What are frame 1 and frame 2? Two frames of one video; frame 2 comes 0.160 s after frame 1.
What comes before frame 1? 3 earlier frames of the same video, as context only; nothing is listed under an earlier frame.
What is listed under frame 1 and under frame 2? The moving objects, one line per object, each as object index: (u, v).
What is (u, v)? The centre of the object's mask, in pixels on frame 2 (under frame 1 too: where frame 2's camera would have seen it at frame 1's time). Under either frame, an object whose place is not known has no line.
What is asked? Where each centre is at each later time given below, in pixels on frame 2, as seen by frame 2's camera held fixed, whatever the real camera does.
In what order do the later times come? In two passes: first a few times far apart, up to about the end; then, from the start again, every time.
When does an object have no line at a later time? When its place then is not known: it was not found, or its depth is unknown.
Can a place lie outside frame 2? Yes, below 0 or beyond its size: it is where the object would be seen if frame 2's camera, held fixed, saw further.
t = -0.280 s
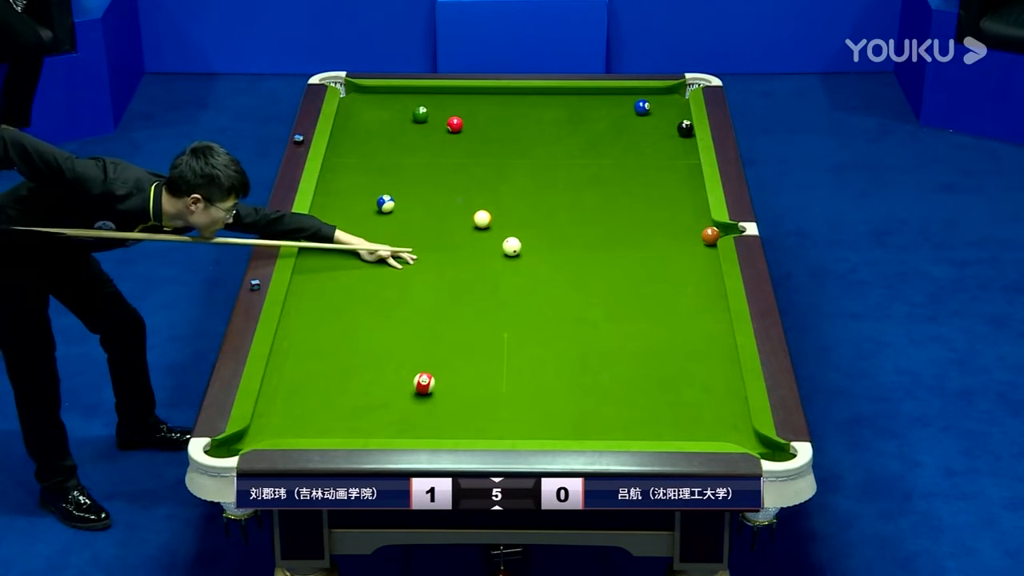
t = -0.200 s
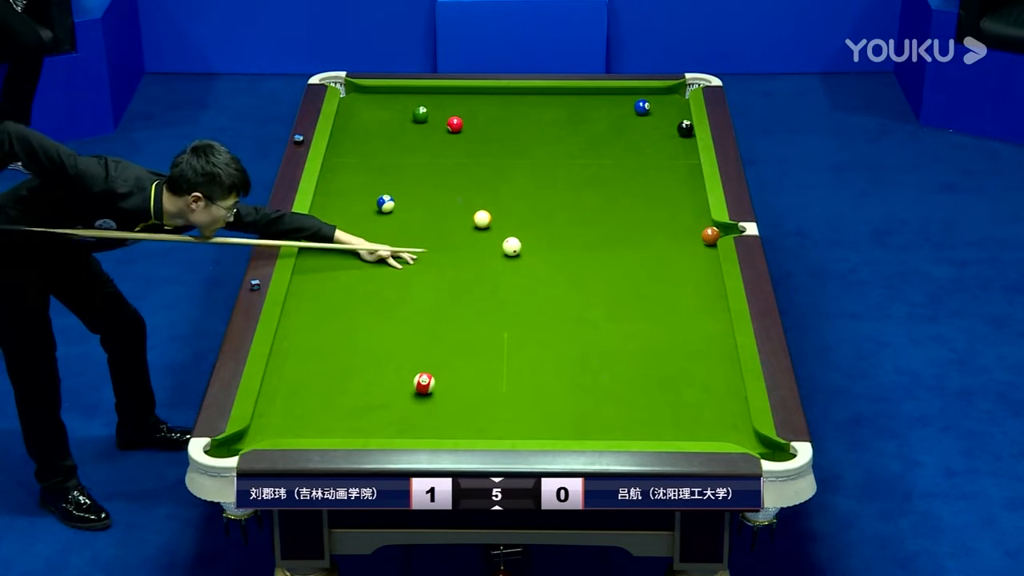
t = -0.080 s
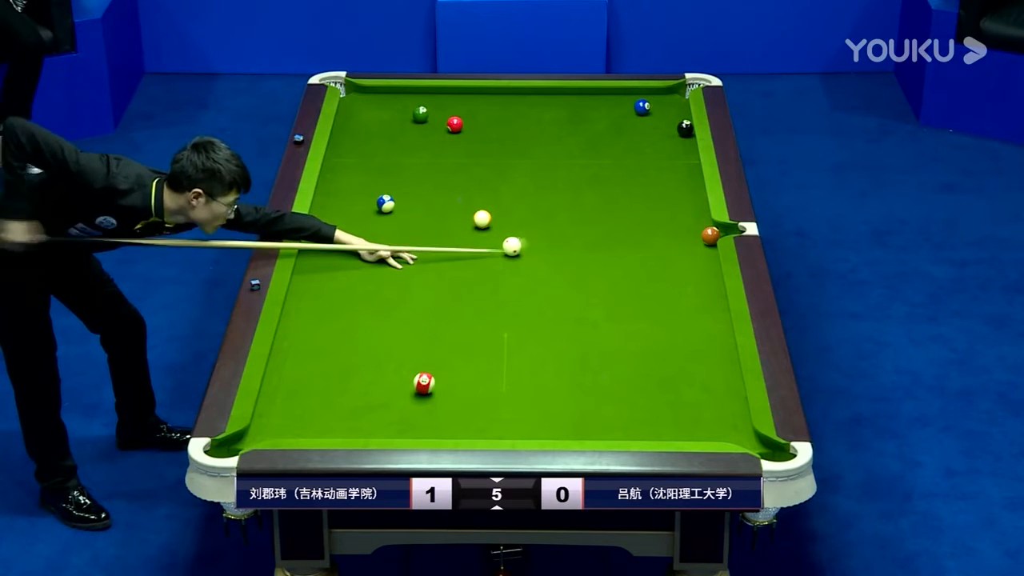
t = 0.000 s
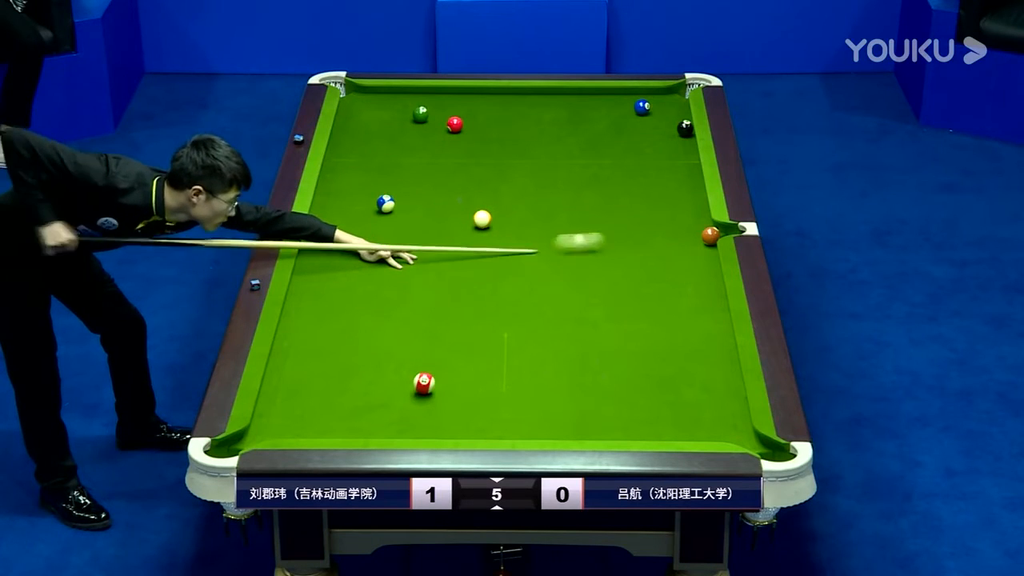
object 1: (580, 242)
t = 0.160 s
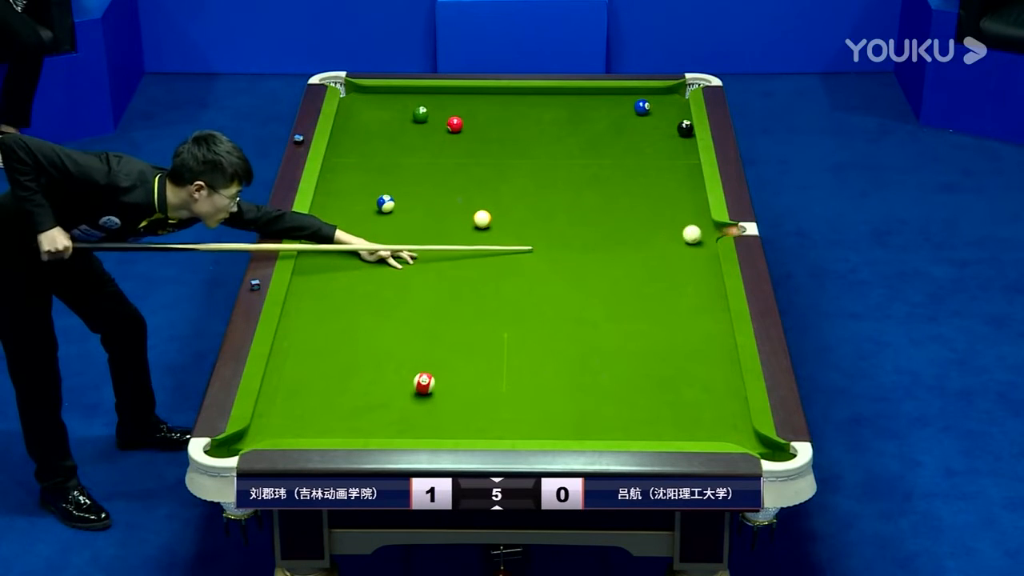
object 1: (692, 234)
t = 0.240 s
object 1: (689, 231)
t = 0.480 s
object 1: (663, 226)
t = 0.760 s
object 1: (628, 221)
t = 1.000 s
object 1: (600, 217)
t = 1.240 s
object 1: (574, 213)
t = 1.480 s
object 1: (549, 209)
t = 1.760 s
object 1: (523, 206)
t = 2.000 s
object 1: (502, 203)
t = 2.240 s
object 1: (483, 200)
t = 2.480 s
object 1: (464, 198)
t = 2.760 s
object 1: (445, 195)
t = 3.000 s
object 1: (430, 193)
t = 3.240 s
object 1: (416, 192)
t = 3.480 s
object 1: (404, 190)
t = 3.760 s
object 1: (391, 188)
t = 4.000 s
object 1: (380, 187)
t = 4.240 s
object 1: (372, 187)
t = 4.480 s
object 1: (365, 187)
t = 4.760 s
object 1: (358, 186)
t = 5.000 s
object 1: (355, 186)
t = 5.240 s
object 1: (352, 185)
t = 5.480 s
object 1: (351, 185)
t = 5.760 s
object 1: (352, 185)
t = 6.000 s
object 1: (352, 185)
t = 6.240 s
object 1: (352, 185)
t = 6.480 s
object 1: (352, 185)
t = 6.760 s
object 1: (352, 185)
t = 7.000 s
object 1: (352, 185)
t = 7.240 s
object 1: (352, 185)
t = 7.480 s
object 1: (352, 185)
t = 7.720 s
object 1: (352, 185)
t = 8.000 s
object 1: (352, 185)
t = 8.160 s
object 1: (352, 185)
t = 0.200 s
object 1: (691, 233)
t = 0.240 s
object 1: (689, 231)
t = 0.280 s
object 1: (686, 230)
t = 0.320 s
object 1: (682, 229)
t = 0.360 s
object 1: (678, 228)
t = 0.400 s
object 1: (673, 227)
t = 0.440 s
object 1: (668, 226)
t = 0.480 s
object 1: (663, 226)
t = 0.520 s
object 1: (657, 225)
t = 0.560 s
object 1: (652, 224)
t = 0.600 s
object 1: (647, 224)
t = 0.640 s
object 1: (642, 223)
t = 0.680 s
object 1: (637, 222)
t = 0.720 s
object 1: (633, 222)
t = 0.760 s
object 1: (628, 221)
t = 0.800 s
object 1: (623, 220)
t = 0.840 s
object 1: (618, 219)
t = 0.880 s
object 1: (614, 219)
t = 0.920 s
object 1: (609, 218)
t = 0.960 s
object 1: (605, 218)
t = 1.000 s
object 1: (600, 217)
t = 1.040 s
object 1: (596, 216)
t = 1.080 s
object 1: (591, 215)
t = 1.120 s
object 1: (587, 215)
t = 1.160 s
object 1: (582, 214)
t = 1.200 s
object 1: (578, 214)
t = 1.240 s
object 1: (574, 213)
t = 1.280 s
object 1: (570, 212)
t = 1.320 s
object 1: (566, 212)
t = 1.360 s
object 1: (562, 211)
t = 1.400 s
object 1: (558, 211)
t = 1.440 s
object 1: (554, 210)
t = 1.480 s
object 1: (549, 209)
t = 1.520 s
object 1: (546, 209)
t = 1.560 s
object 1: (542, 208)
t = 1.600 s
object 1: (538, 208)
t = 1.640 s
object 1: (534, 207)
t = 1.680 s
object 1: (530, 207)
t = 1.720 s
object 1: (527, 206)
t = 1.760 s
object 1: (523, 206)
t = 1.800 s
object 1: (520, 205)
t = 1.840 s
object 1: (516, 205)
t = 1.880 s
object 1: (512, 204)
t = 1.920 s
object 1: (509, 204)
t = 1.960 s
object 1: (505, 203)
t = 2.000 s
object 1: (502, 203)
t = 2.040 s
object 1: (499, 202)
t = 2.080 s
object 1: (496, 202)
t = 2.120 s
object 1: (492, 201)
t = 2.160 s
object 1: (489, 201)
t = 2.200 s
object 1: (486, 201)
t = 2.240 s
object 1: (483, 200)
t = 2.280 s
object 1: (480, 200)
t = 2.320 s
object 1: (476, 200)
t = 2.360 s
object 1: (473, 199)
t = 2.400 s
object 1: (470, 199)
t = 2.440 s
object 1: (467, 198)
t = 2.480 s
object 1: (464, 198)
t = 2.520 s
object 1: (462, 197)
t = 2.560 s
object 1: (459, 197)
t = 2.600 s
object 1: (456, 197)
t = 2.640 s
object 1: (453, 196)
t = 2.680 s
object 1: (450, 196)
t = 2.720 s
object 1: (448, 196)
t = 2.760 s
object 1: (445, 195)
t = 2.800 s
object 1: (442, 195)
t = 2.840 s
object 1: (440, 195)
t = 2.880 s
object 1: (437, 194)
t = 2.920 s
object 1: (435, 194)
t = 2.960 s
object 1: (432, 194)
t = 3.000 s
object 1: (430, 193)
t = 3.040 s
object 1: (428, 193)
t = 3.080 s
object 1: (425, 193)
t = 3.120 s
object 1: (423, 192)
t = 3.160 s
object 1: (421, 192)
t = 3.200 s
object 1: (418, 192)
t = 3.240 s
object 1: (416, 192)
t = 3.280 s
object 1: (414, 191)
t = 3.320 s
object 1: (412, 191)
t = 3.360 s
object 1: (410, 191)
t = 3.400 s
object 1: (408, 191)
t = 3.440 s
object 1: (406, 190)
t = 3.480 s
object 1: (404, 190)
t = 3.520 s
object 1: (402, 190)
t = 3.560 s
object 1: (400, 190)
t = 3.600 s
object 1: (398, 190)
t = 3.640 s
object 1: (396, 189)
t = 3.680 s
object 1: (394, 189)
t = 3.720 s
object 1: (393, 189)
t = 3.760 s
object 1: (391, 188)
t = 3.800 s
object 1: (389, 188)
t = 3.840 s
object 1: (387, 188)
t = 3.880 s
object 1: (385, 187)
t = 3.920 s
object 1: (384, 187)
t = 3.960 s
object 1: (382, 187)
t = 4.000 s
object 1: (380, 187)
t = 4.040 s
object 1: (379, 187)
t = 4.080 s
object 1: (378, 188)
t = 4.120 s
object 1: (376, 188)
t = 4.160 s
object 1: (375, 188)
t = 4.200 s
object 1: (373, 188)
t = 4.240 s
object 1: (372, 187)
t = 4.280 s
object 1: (371, 187)
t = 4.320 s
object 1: (370, 187)
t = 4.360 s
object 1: (368, 187)
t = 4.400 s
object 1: (367, 187)
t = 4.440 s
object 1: (366, 187)
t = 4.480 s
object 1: (365, 187)
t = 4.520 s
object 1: (364, 187)
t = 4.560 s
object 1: (363, 187)
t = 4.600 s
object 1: (362, 187)
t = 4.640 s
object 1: (361, 187)
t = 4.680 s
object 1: (360, 186)
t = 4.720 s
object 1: (359, 186)
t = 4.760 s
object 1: (358, 186)
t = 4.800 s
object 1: (358, 186)
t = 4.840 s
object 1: (357, 186)
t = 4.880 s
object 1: (356, 186)
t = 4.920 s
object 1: (356, 186)
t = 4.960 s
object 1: (355, 186)
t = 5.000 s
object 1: (355, 186)
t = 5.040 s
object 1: (354, 186)
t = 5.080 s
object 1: (354, 186)
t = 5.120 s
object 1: (353, 186)
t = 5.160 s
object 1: (353, 186)
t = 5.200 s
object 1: (352, 186)
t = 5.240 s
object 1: (352, 185)
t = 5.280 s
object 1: (352, 186)
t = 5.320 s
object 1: (352, 185)
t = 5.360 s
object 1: (352, 185)
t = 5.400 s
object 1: (351, 185)
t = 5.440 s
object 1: (351, 185)
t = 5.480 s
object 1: (351, 185)
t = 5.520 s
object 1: (351, 185)
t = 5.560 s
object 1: (351, 185)
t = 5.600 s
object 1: (351, 185)
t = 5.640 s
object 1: (351, 185)
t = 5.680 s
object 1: (351, 185)
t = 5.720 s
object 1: (351, 185)
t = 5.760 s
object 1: (352, 185)
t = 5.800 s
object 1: (352, 185)
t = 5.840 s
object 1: (352, 185)
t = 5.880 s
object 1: (352, 185)
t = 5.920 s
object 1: (352, 185)
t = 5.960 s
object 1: (352, 185)
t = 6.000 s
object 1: (352, 185)
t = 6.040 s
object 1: (352, 185)
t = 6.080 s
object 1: (352, 185)
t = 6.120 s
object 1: (352, 185)
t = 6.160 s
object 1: (352, 185)
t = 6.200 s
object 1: (352, 185)
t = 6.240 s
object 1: (352, 185)
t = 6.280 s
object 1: (352, 185)
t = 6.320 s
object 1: (352, 185)
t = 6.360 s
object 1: (352, 185)
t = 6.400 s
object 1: (352, 185)
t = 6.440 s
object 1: (352, 185)
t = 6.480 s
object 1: (352, 185)
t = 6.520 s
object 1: (352, 185)
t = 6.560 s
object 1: (352, 185)
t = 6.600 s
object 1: (352, 185)
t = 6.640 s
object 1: (352, 185)
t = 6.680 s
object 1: (352, 185)
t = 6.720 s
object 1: (352, 185)
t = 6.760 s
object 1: (352, 185)
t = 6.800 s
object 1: (352, 185)
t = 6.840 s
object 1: (351, 185)
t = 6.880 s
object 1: (352, 185)
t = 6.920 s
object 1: (352, 185)
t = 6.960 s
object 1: (352, 185)
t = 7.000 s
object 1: (352, 185)
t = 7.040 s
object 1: (352, 185)
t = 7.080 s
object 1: (352, 185)
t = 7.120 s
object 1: (352, 185)
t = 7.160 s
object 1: (352, 185)
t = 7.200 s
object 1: (352, 185)
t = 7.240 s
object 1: (352, 185)
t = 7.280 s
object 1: (352, 185)
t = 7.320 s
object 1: (352, 185)
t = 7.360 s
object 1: (352, 185)
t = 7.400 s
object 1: (352, 185)
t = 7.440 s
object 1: (352, 185)
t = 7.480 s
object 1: (352, 185)
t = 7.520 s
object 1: (352, 185)
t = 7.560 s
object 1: (352, 185)
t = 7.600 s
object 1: (352, 185)
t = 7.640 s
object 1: (352, 185)
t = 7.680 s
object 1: (352, 185)
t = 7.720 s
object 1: (352, 185)
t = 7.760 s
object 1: (352, 185)
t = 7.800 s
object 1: (352, 185)
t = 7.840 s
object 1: (352, 185)
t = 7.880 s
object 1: (352, 185)
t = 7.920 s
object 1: (352, 185)
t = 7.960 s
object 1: (352, 185)
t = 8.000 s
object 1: (352, 185)
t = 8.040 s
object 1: (352, 185)
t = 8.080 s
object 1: (352, 185)
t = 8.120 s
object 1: (352, 185)
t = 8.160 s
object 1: (352, 185)
